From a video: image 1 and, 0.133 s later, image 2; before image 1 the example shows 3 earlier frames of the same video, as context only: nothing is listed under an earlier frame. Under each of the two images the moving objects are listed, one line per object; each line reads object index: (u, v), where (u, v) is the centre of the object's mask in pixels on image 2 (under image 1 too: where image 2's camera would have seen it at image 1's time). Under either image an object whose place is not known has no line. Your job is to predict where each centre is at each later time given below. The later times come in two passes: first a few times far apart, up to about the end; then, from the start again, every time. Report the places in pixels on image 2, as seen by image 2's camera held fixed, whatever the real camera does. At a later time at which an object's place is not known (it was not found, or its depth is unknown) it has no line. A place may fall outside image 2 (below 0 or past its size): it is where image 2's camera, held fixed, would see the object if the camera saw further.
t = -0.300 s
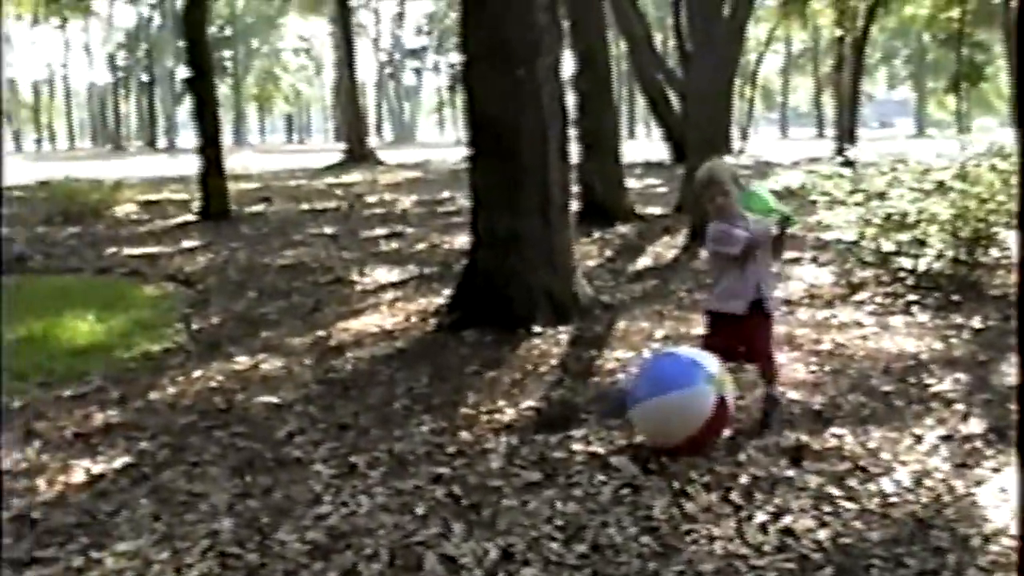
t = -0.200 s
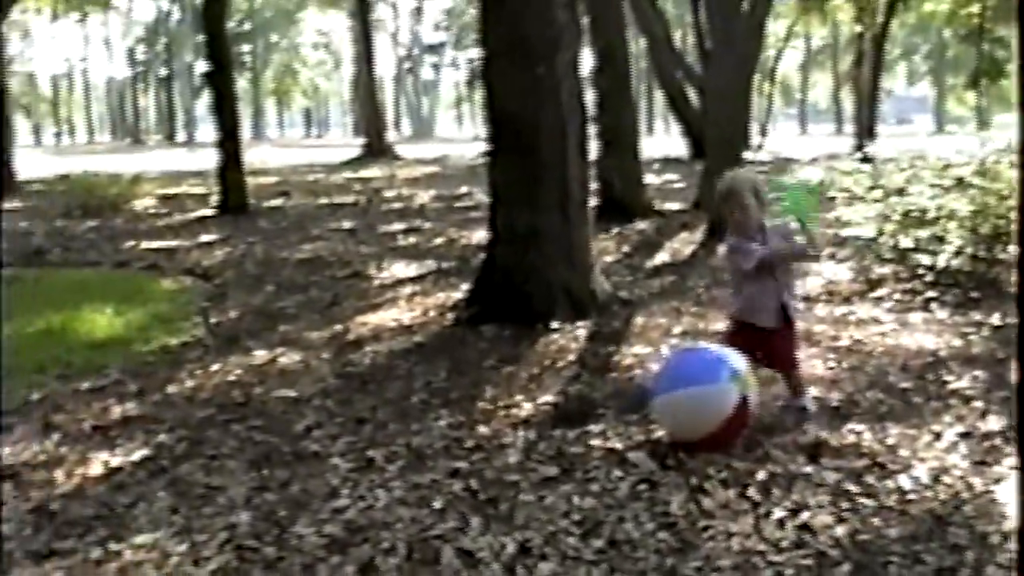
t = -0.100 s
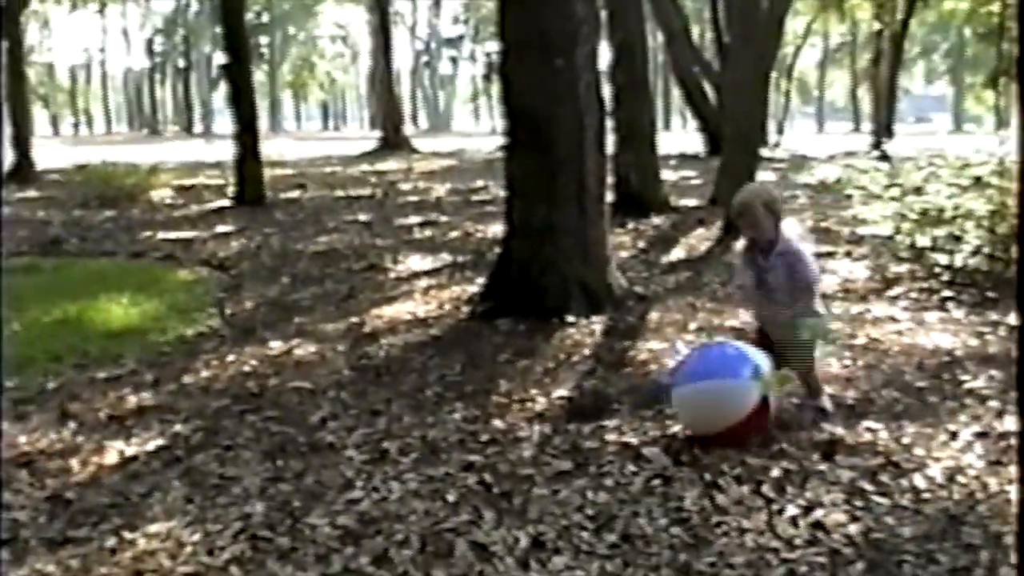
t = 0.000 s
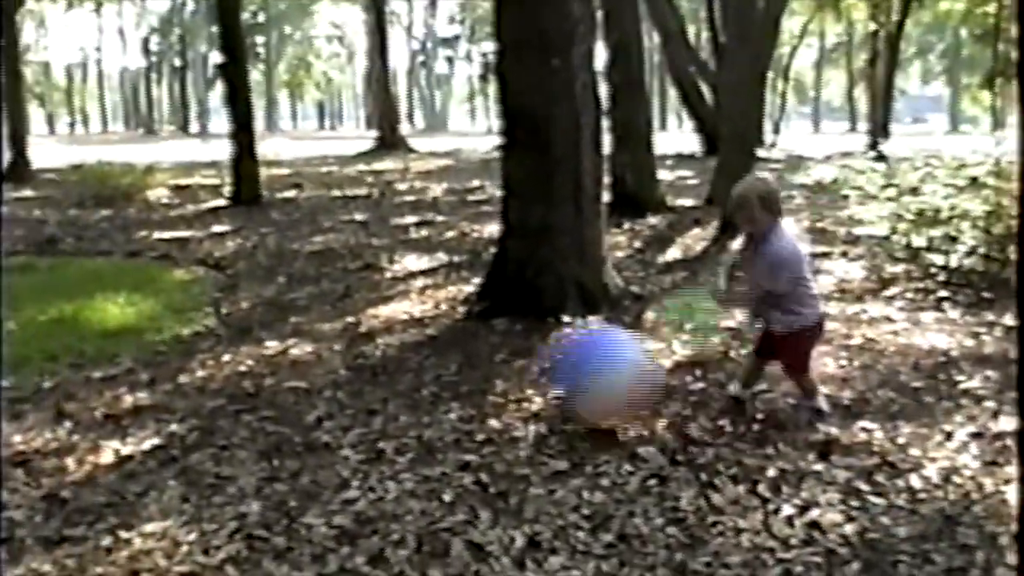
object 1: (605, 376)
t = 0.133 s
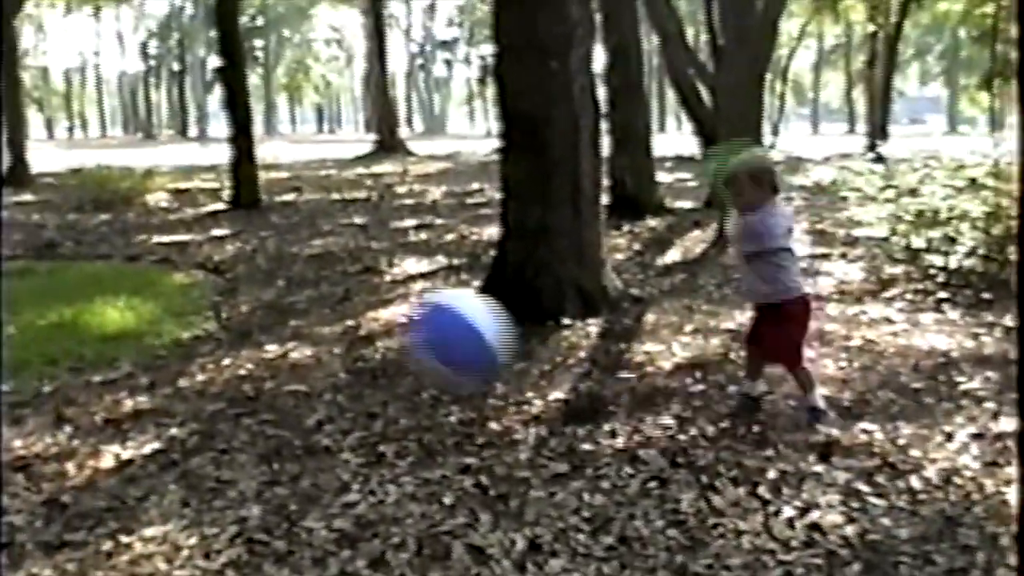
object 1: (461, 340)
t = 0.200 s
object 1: (389, 334)
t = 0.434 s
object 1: (199, 376)
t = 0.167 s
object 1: (424, 336)
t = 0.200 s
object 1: (389, 334)
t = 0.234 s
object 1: (359, 331)
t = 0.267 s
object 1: (328, 334)
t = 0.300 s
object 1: (299, 339)
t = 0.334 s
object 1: (274, 351)
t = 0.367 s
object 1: (242, 366)
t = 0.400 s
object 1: (218, 378)
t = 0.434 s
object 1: (199, 376)
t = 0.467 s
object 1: (182, 367)
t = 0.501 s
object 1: (165, 359)
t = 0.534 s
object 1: (144, 350)
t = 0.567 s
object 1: (129, 346)
